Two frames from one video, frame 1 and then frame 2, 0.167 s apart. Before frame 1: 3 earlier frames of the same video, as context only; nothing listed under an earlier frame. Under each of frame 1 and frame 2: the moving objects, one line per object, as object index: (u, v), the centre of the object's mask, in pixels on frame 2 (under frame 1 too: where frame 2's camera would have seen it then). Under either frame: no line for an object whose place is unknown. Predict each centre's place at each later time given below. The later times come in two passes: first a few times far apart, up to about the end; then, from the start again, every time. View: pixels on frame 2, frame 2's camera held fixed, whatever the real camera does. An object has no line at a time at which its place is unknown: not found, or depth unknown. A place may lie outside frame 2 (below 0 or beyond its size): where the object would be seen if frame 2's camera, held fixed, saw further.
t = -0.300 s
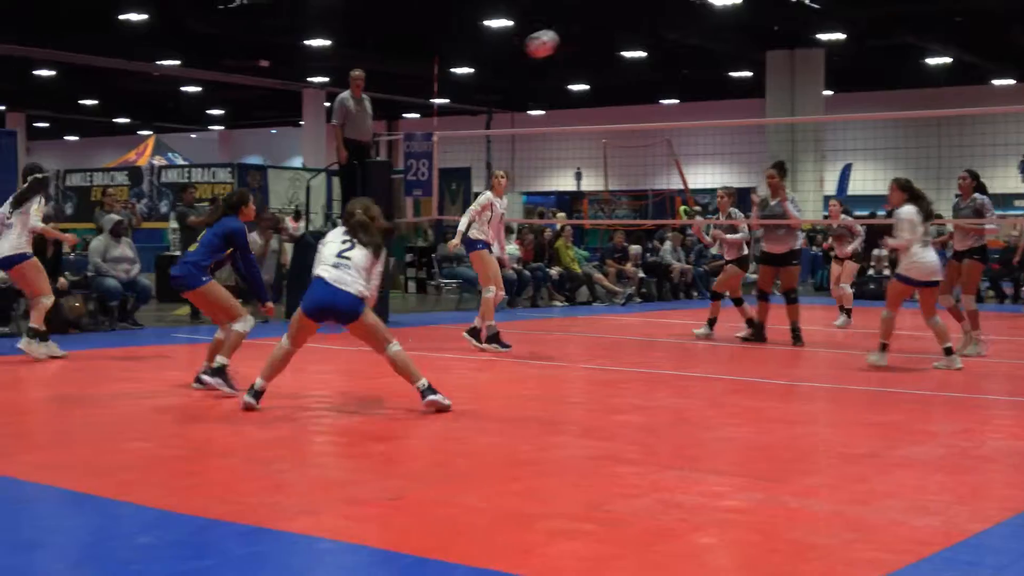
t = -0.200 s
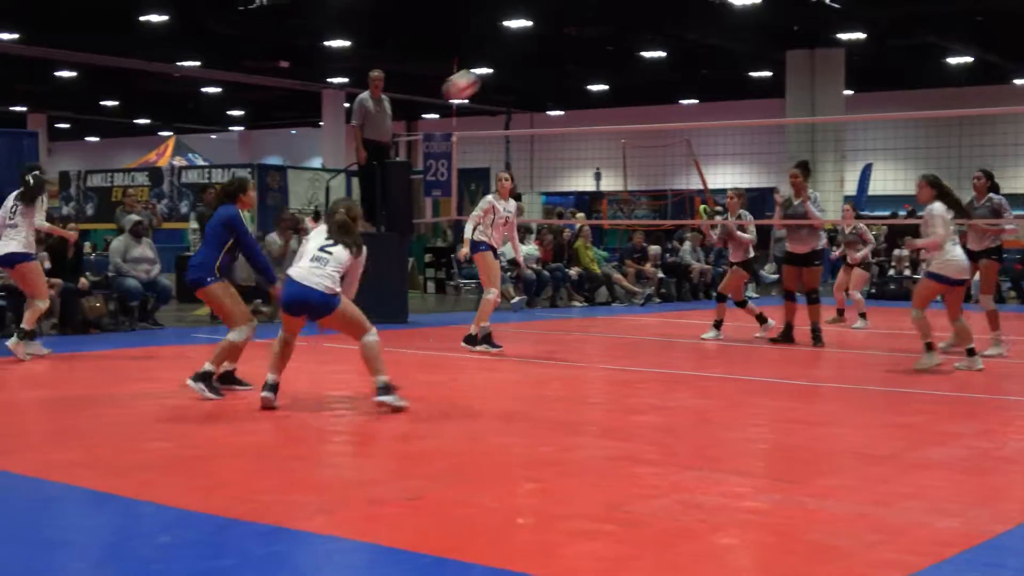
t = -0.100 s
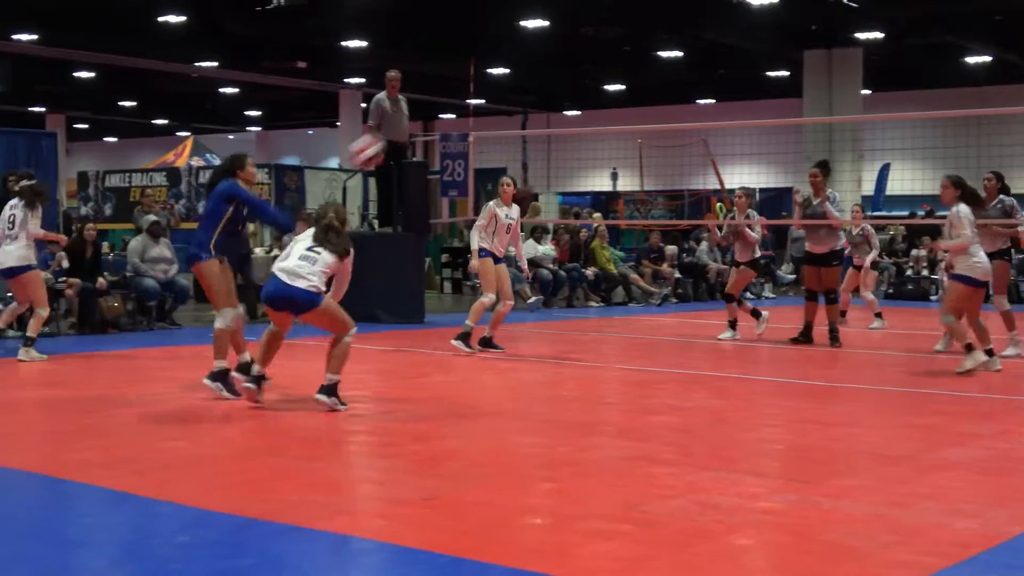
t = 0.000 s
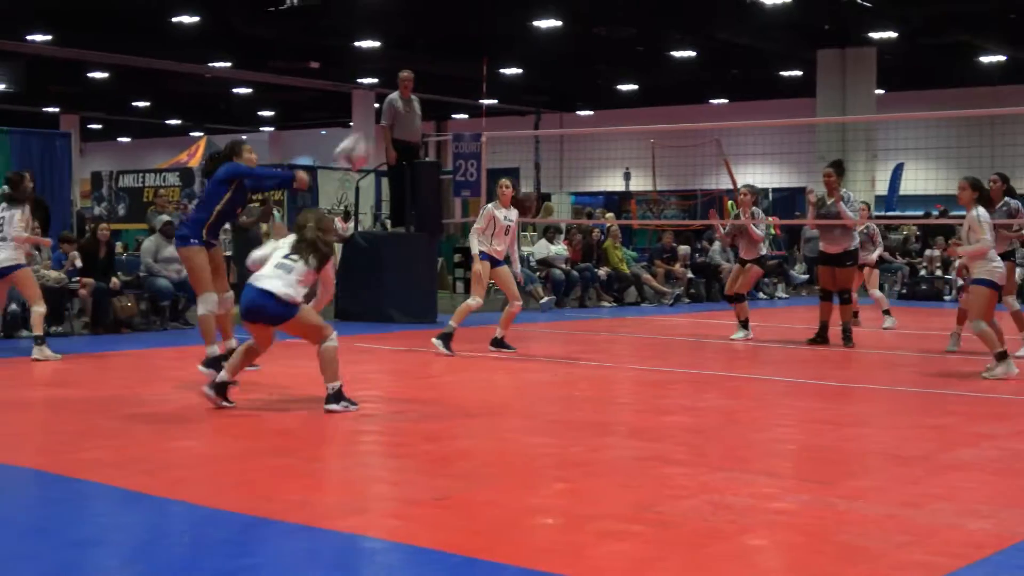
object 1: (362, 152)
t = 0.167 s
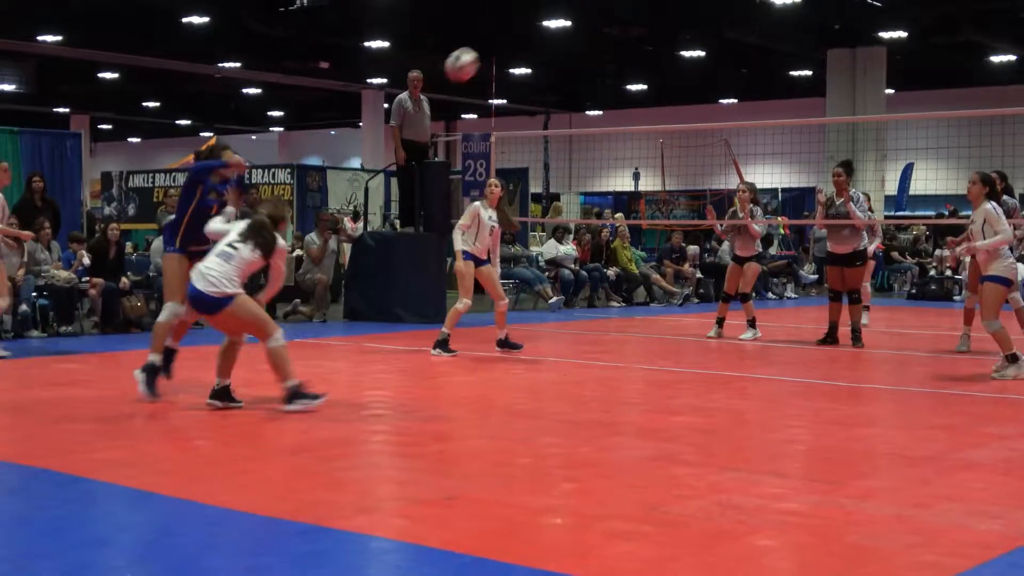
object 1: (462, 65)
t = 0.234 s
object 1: (498, 43)
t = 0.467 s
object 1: (608, 20)
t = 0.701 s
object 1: (699, 67)
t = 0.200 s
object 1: (480, 53)
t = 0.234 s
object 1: (498, 43)
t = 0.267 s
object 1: (515, 34)
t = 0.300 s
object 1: (530, 28)
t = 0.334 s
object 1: (546, 23)
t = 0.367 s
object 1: (564, 19)
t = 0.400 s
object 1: (579, 18)
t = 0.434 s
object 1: (593, 19)
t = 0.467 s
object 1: (608, 20)
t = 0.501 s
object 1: (622, 23)
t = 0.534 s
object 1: (635, 26)
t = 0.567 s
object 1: (649, 33)
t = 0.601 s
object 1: (662, 40)
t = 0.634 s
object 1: (674, 47)
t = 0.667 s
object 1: (686, 56)
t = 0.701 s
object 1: (699, 67)
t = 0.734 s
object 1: (709, 78)
